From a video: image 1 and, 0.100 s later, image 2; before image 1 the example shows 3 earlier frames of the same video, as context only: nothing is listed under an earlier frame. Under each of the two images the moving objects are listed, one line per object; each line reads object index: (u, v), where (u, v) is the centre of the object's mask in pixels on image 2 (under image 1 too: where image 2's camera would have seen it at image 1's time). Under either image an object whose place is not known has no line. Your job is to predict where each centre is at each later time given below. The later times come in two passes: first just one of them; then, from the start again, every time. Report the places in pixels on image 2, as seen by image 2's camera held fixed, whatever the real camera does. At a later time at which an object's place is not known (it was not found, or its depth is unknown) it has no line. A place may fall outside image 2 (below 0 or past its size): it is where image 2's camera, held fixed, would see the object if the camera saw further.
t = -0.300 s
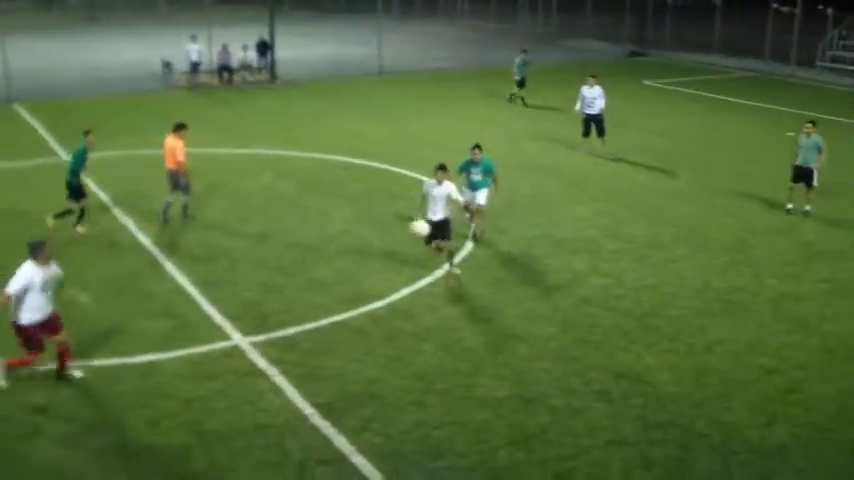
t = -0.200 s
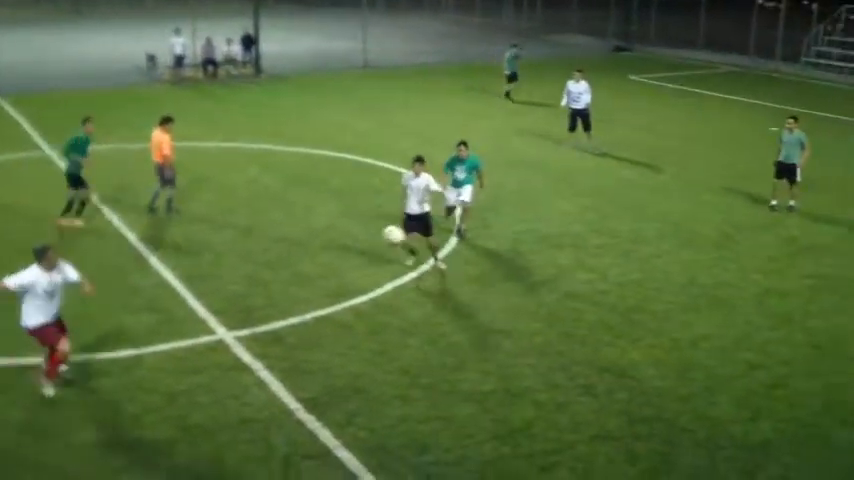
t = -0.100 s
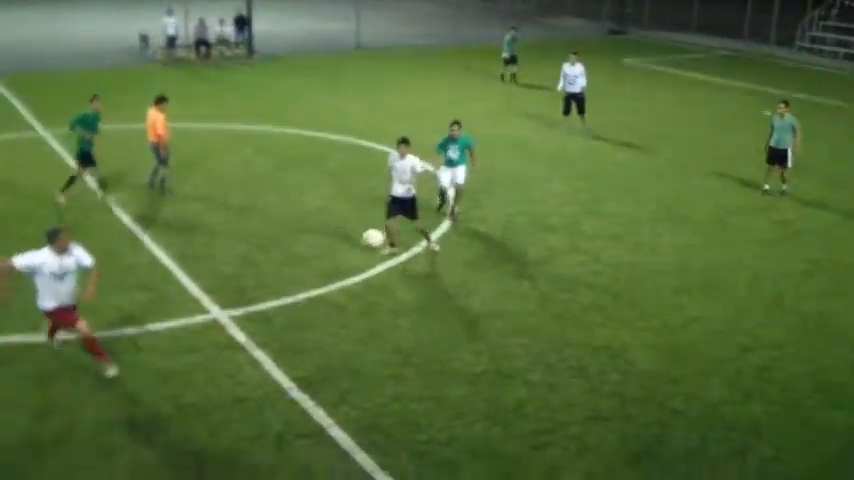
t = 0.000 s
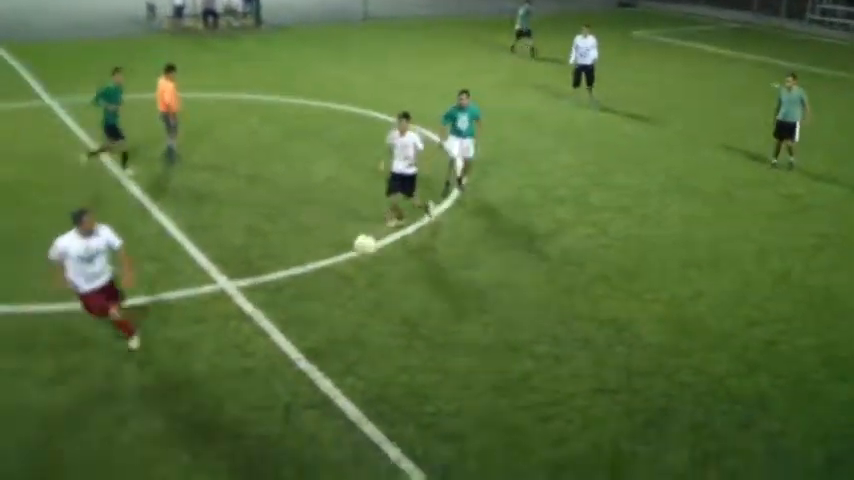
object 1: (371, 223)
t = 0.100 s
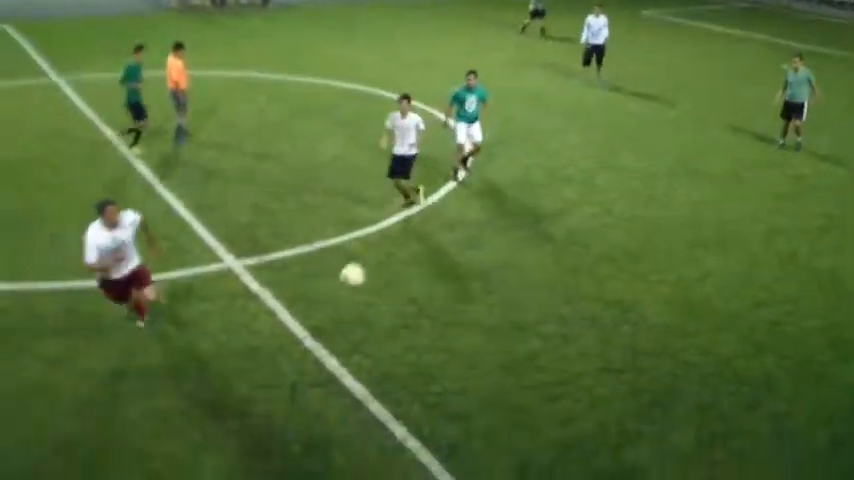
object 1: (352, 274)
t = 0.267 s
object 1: (313, 401)
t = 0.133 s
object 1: (345, 294)
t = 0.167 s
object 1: (337, 318)
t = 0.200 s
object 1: (331, 342)
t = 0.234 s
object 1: (321, 370)
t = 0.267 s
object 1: (313, 401)
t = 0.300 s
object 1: (305, 433)
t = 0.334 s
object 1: (295, 469)
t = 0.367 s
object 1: (288, 493)
